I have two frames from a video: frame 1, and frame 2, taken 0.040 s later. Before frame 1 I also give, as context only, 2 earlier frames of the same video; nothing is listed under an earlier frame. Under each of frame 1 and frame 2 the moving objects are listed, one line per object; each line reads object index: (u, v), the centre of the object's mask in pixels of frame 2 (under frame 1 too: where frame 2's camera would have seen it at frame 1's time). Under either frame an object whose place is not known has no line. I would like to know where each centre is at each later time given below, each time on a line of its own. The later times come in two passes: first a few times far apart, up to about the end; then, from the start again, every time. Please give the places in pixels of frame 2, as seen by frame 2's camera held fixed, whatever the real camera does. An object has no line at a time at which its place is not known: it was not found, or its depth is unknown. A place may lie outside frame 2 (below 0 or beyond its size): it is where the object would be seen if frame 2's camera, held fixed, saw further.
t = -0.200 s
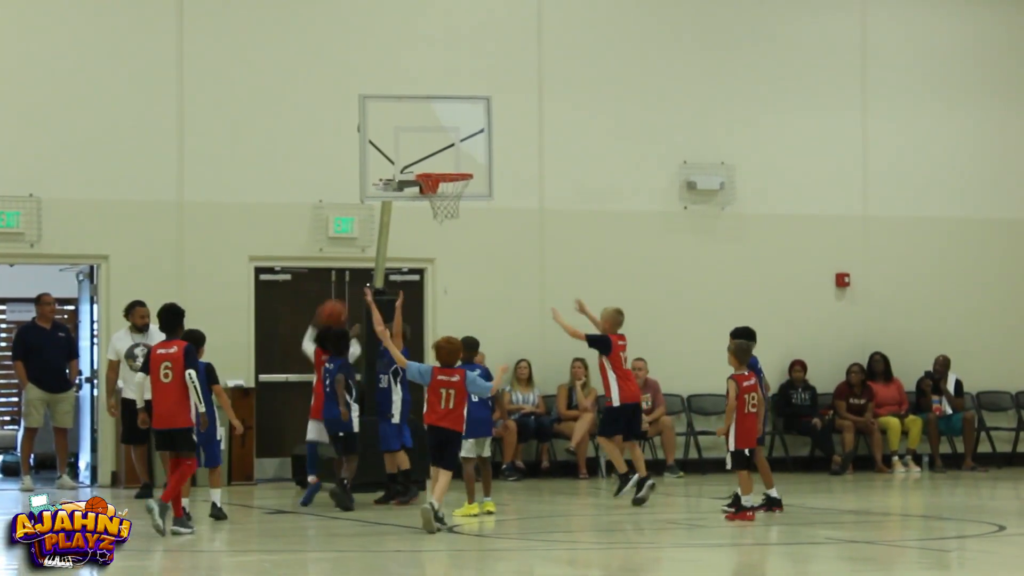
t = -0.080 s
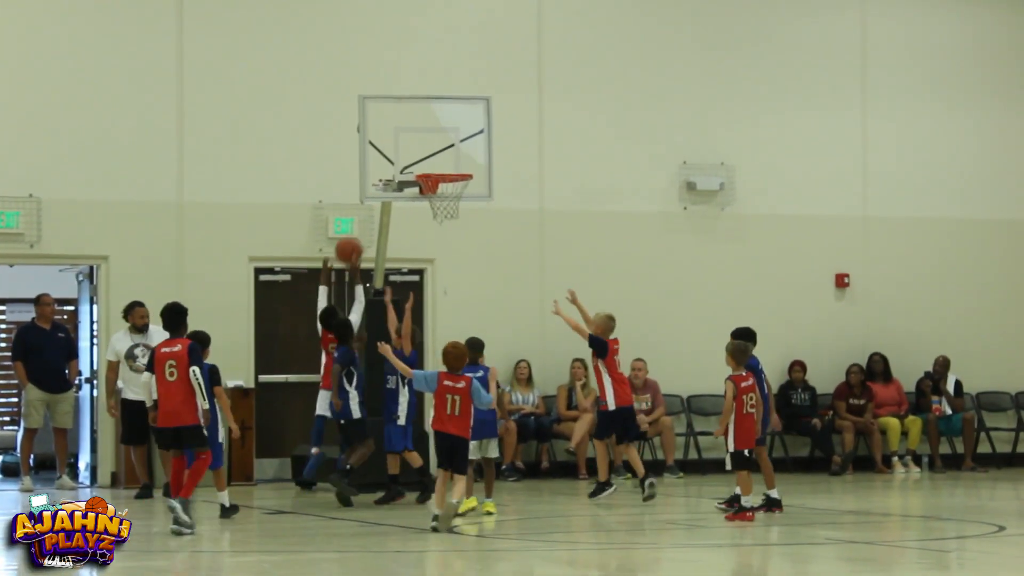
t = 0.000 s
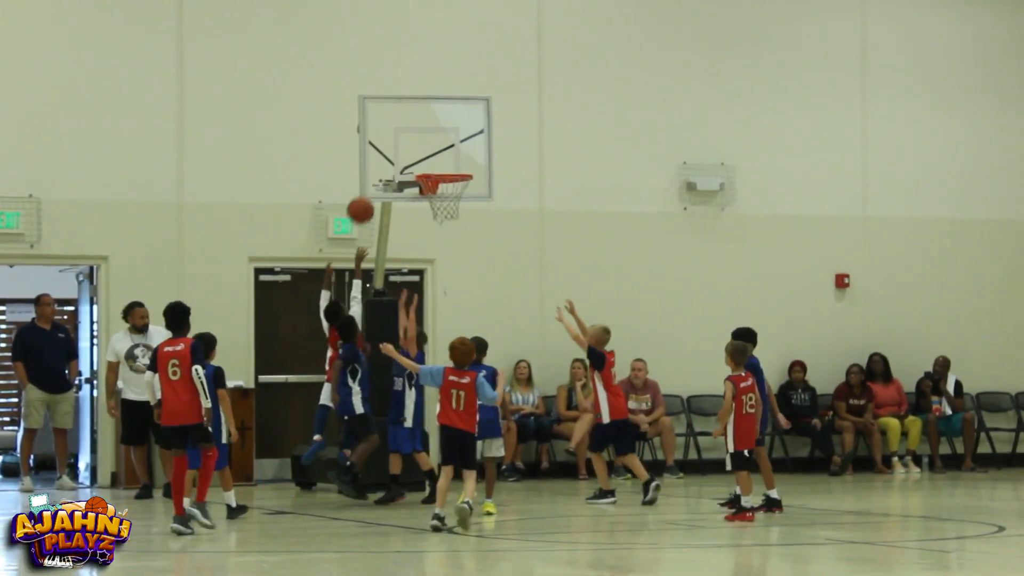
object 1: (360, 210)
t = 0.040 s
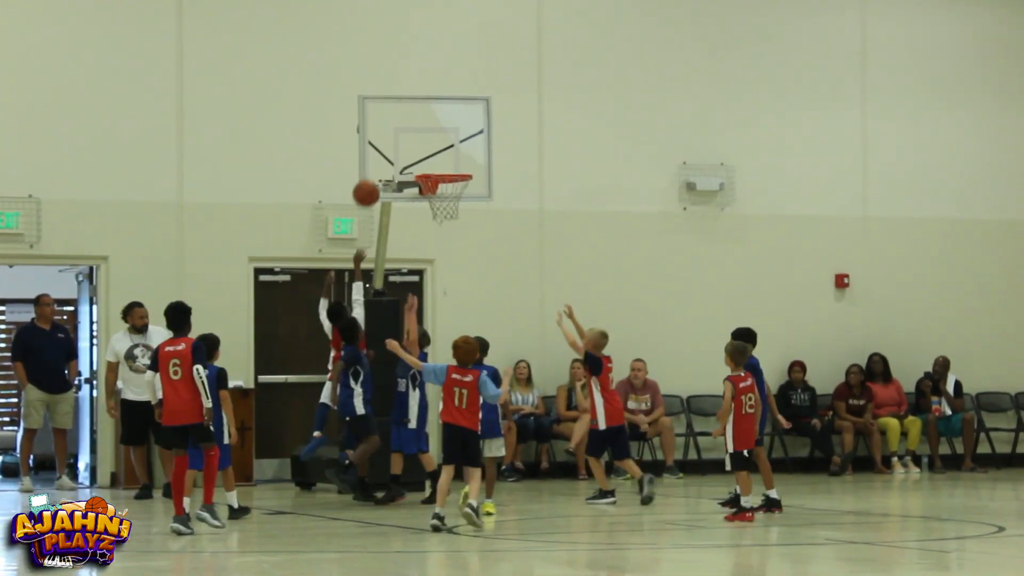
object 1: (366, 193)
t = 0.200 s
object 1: (389, 146)
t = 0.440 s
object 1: (427, 157)
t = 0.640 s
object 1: (456, 216)
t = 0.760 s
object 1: (468, 265)
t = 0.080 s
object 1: (372, 178)
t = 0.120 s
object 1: (377, 165)
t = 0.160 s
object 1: (384, 154)
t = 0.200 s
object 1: (389, 146)
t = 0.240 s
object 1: (396, 143)
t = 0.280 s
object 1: (402, 142)
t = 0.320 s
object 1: (408, 142)
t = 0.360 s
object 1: (414, 145)
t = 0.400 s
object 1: (421, 150)
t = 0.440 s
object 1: (427, 157)
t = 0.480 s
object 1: (433, 164)
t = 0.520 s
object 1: (440, 176)
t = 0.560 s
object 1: (447, 190)
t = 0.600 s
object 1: (452, 204)
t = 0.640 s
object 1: (456, 216)
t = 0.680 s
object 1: (460, 230)
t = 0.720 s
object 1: (464, 247)
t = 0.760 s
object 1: (468, 265)
